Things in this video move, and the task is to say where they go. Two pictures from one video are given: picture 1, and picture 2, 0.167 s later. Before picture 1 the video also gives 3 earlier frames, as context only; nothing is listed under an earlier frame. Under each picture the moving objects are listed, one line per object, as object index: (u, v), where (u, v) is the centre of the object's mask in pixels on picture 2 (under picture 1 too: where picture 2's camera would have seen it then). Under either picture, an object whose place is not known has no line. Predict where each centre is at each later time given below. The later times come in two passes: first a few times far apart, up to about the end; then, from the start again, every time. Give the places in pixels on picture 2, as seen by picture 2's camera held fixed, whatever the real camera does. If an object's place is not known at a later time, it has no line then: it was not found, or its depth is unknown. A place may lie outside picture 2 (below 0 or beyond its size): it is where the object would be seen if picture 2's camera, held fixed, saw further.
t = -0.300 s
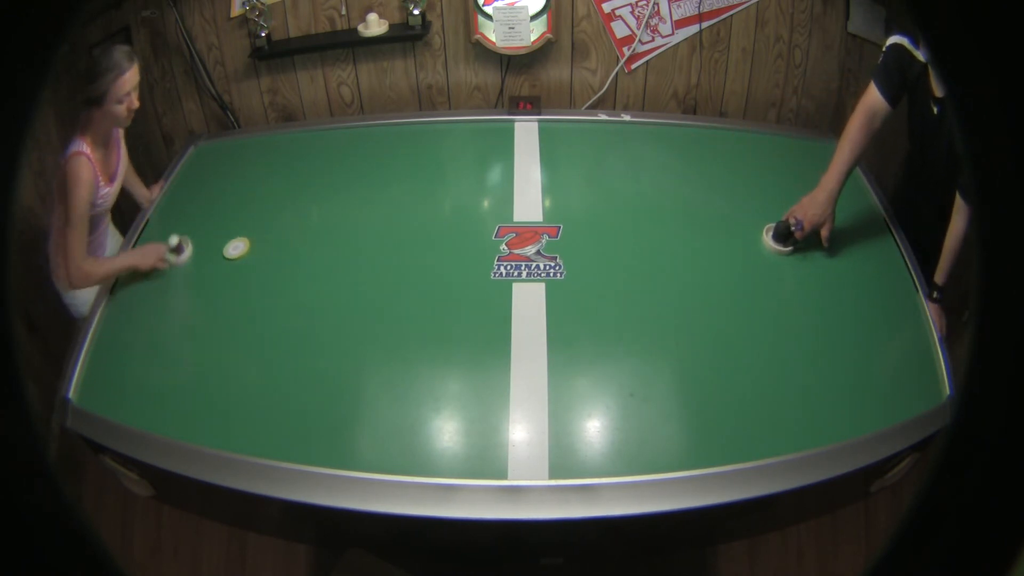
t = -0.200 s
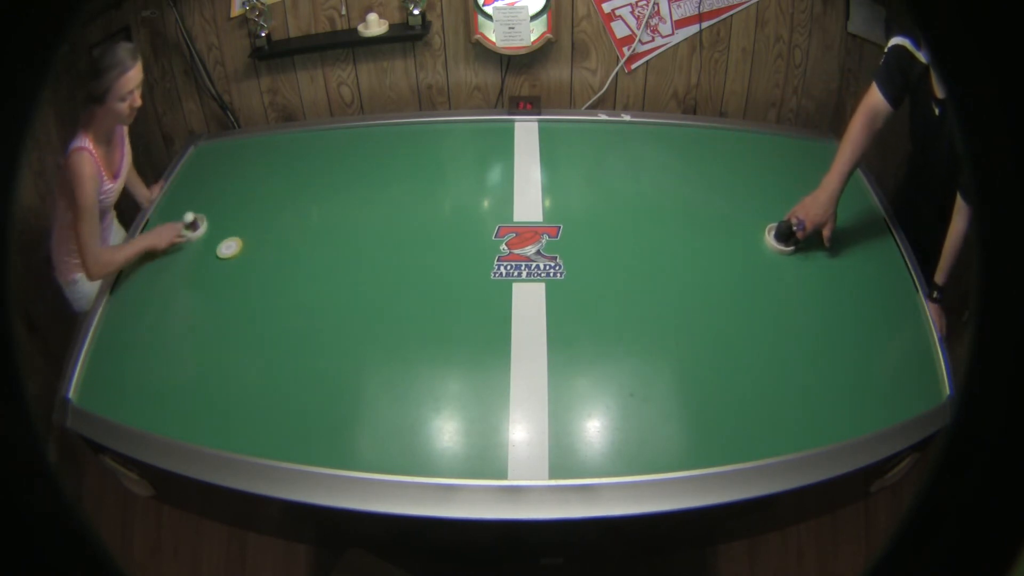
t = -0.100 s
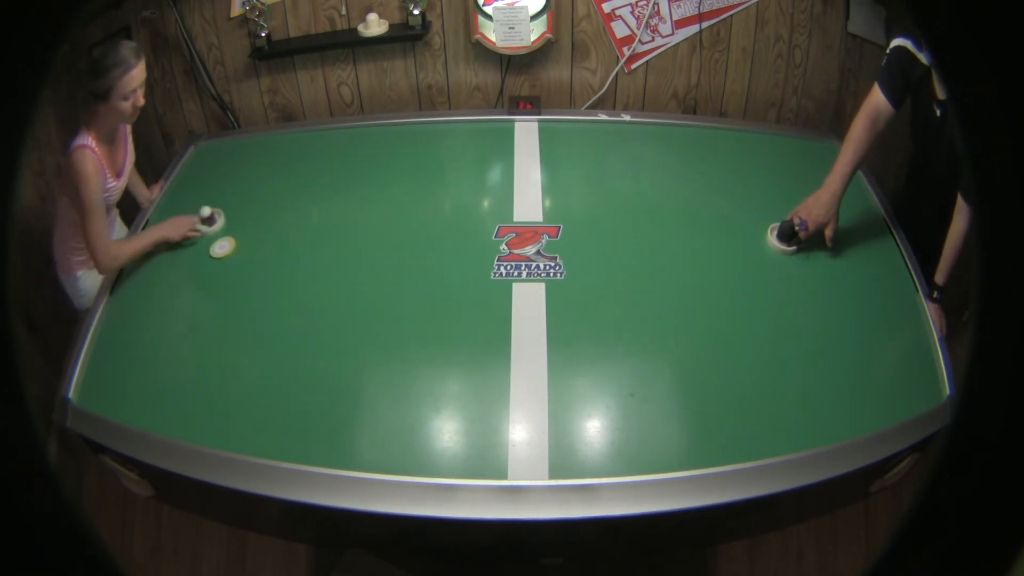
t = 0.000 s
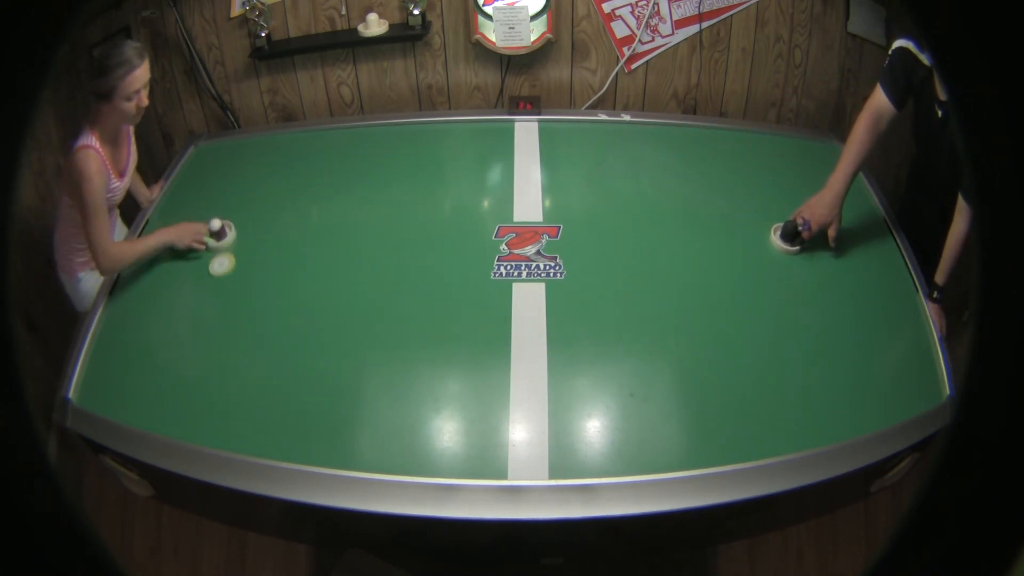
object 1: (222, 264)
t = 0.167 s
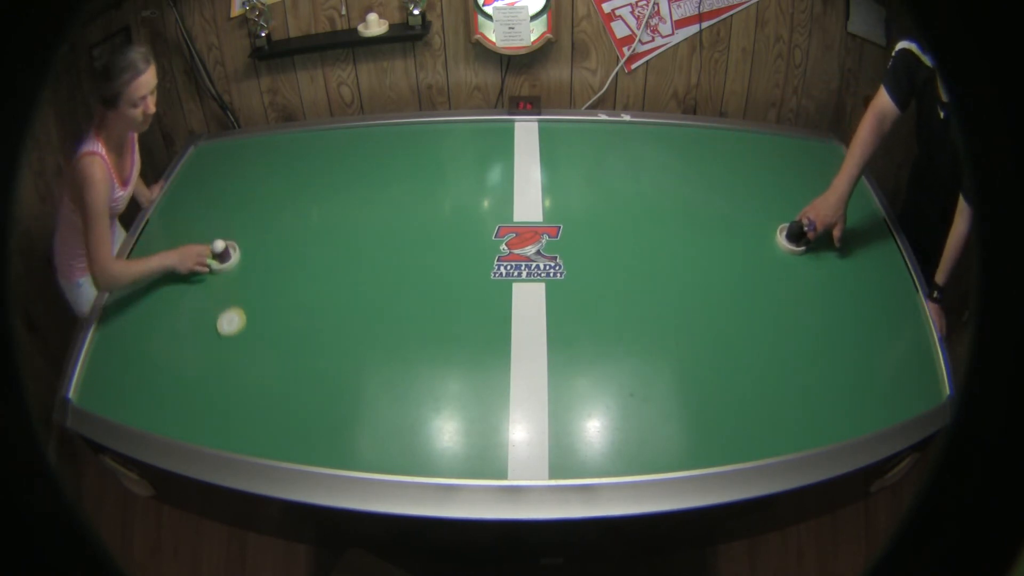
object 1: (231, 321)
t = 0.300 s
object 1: (243, 375)
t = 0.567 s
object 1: (296, 396)
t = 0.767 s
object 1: (351, 327)
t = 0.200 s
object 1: (234, 334)
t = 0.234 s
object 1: (236, 347)
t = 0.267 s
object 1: (239, 361)
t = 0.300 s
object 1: (243, 375)
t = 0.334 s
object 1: (246, 390)
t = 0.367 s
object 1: (250, 405)
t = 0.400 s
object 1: (255, 421)
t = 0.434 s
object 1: (260, 438)
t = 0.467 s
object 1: (268, 432)
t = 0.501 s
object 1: (277, 420)
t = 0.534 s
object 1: (286, 408)
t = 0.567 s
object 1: (296, 396)
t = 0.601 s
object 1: (305, 384)
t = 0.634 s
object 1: (314, 373)
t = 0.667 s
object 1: (324, 361)
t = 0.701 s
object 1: (333, 349)
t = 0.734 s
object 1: (342, 338)
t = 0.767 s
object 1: (351, 327)
